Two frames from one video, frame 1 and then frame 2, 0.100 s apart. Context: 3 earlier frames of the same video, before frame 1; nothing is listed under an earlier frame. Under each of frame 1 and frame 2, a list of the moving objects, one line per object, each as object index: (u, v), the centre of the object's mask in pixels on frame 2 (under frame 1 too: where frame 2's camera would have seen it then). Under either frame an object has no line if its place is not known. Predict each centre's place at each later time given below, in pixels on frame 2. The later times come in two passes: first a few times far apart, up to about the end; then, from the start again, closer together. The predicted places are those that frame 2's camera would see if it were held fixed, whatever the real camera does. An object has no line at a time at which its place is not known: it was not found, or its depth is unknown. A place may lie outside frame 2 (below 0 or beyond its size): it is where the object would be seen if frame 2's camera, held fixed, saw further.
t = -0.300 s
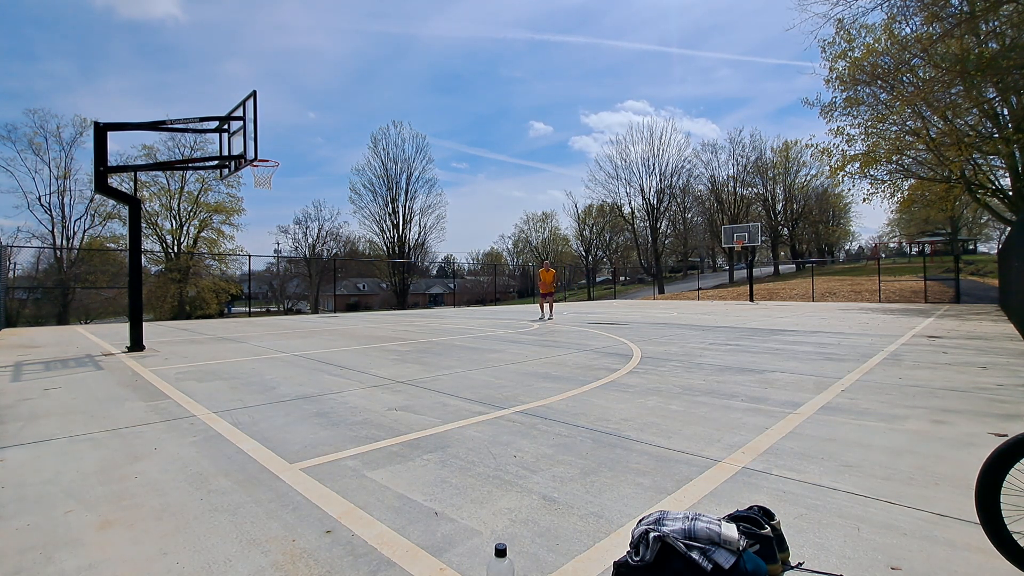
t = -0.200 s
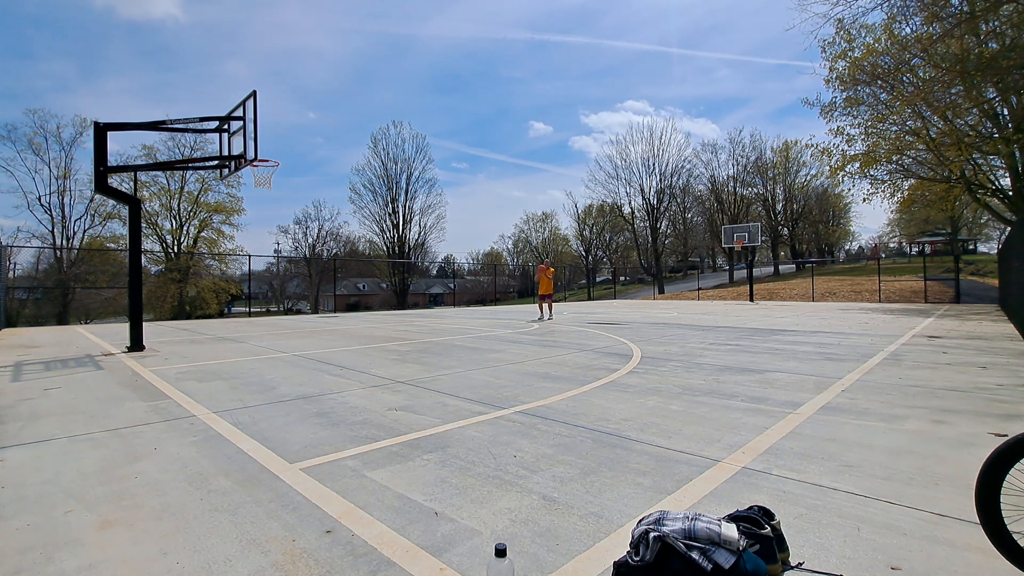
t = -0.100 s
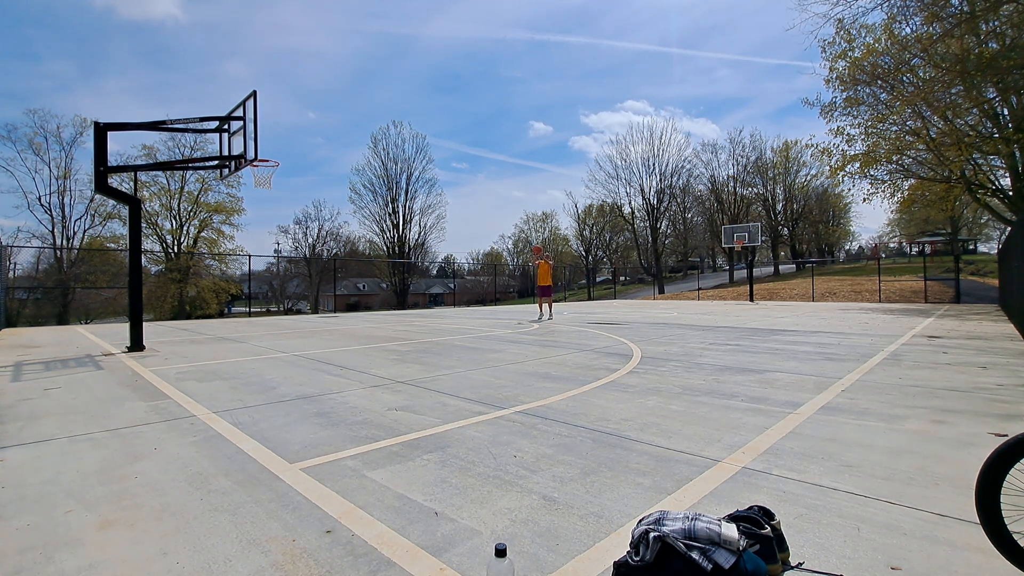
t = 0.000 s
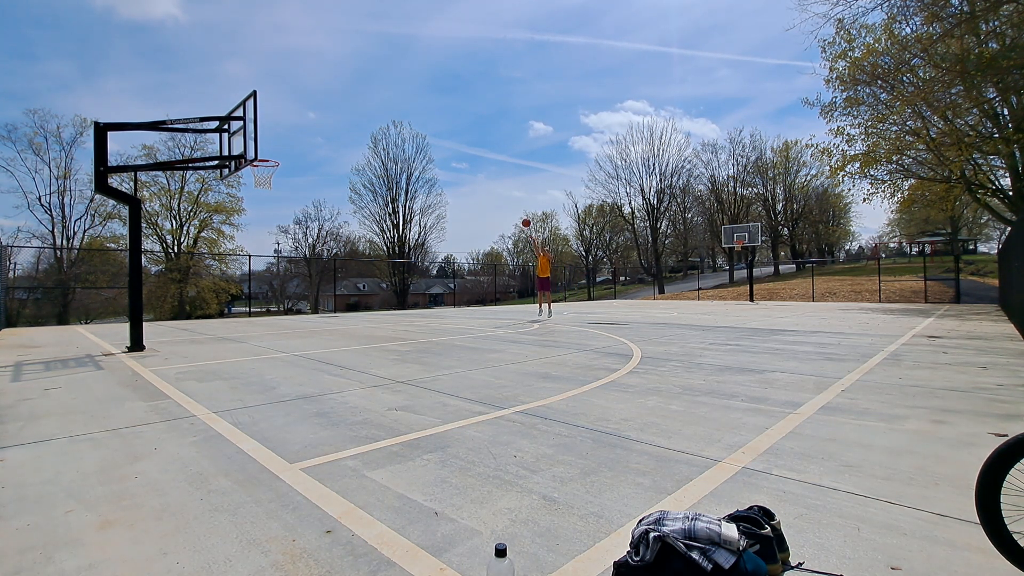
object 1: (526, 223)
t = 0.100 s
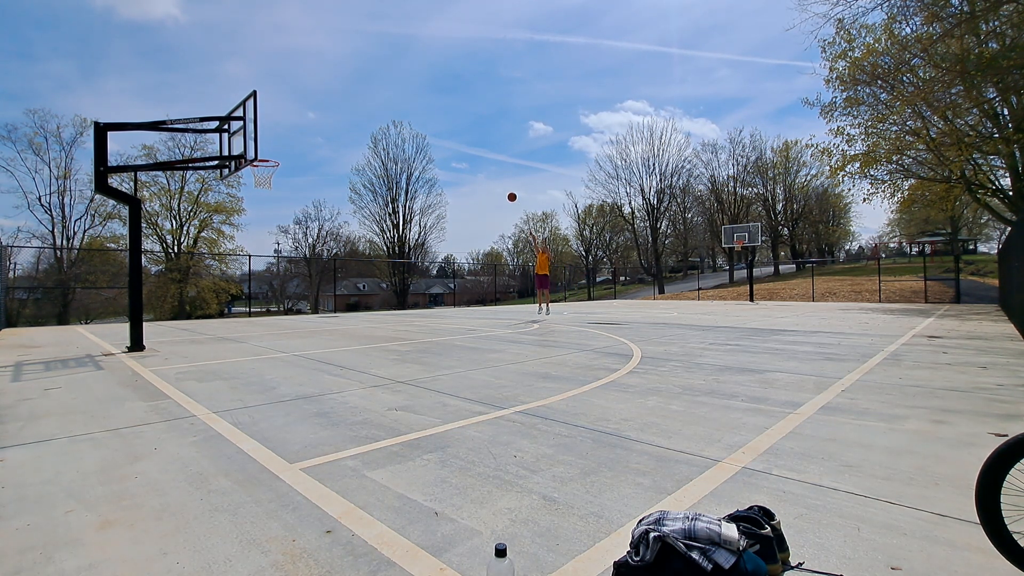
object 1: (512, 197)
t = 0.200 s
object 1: (497, 173)
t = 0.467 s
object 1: (454, 124)
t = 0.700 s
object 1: (410, 100)
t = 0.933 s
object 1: (360, 99)
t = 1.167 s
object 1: (301, 126)
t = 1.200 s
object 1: (292, 132)
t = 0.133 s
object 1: (507, 189)
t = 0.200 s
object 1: (497, 173)
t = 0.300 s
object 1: (481, 153)
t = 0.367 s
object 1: (471, 140)
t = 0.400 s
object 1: (465, 135)
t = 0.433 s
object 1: (460, 129)
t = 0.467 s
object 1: (454, 124)
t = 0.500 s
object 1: (448, 120)
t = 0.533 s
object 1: (442, 115)
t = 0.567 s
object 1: (436, 112)
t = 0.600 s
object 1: (430, 108)
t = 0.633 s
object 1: (424, 105)
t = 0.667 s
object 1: (417, 103)
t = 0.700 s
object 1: (410, 100)
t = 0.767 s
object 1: (397, 97)
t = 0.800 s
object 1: (390, 97)
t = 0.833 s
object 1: (383, 96)
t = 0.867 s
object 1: (375, 96)
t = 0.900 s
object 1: (368, 97)
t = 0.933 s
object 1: (360, 99)
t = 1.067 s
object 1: (328, 110)
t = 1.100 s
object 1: (319, 115)
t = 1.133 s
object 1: (311, 120)
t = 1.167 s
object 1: (301, 126)
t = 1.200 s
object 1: (292, 132)
